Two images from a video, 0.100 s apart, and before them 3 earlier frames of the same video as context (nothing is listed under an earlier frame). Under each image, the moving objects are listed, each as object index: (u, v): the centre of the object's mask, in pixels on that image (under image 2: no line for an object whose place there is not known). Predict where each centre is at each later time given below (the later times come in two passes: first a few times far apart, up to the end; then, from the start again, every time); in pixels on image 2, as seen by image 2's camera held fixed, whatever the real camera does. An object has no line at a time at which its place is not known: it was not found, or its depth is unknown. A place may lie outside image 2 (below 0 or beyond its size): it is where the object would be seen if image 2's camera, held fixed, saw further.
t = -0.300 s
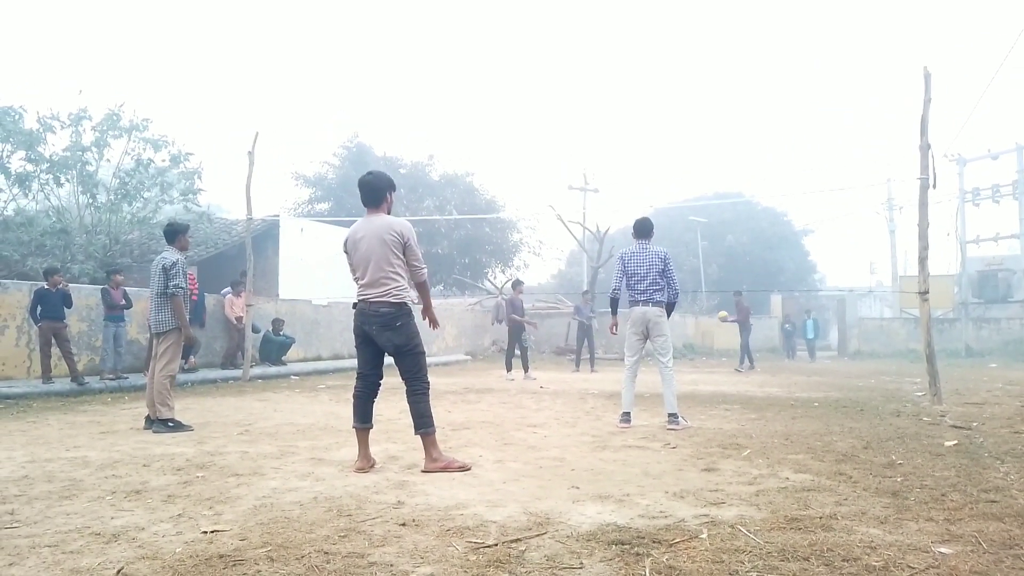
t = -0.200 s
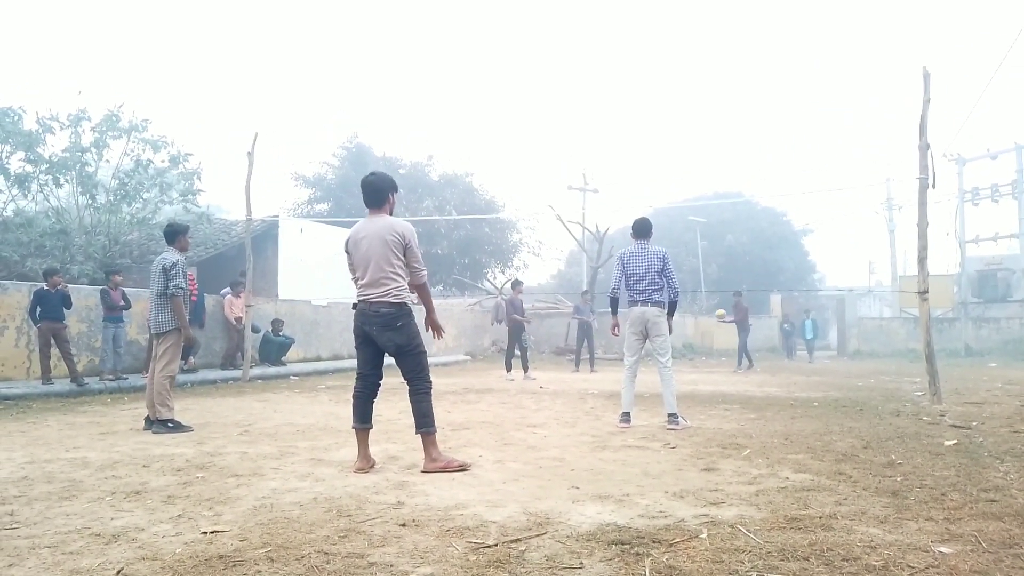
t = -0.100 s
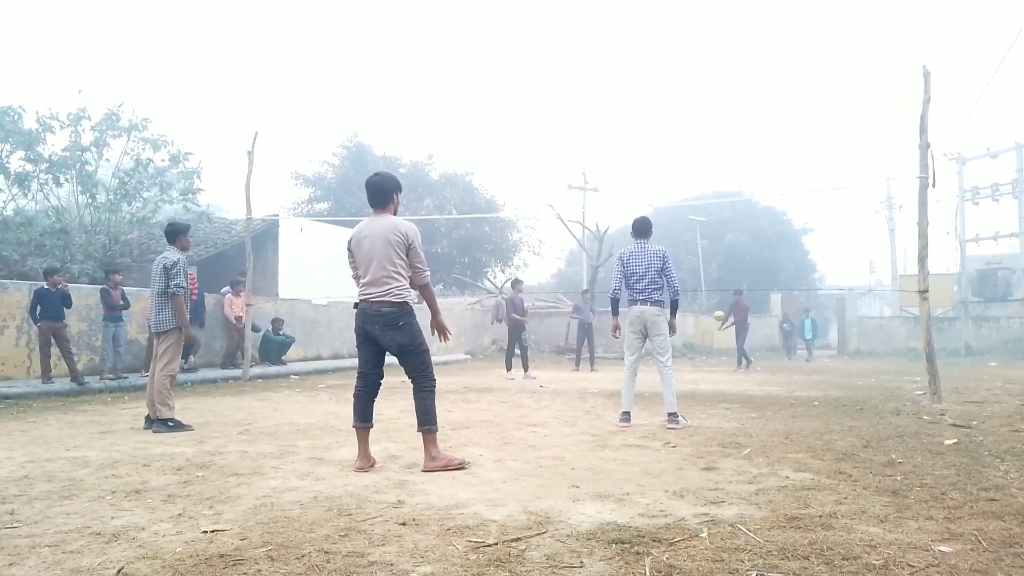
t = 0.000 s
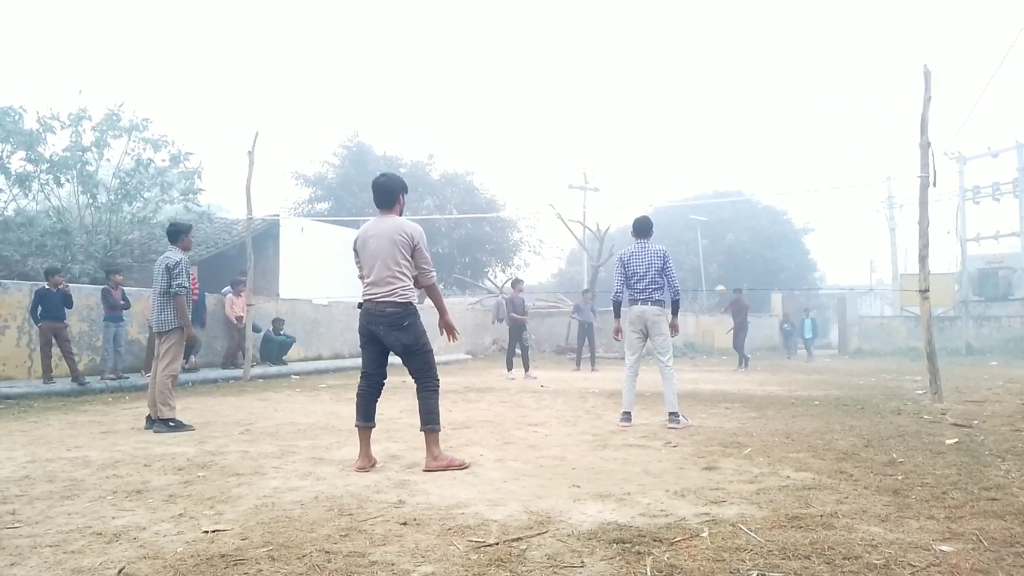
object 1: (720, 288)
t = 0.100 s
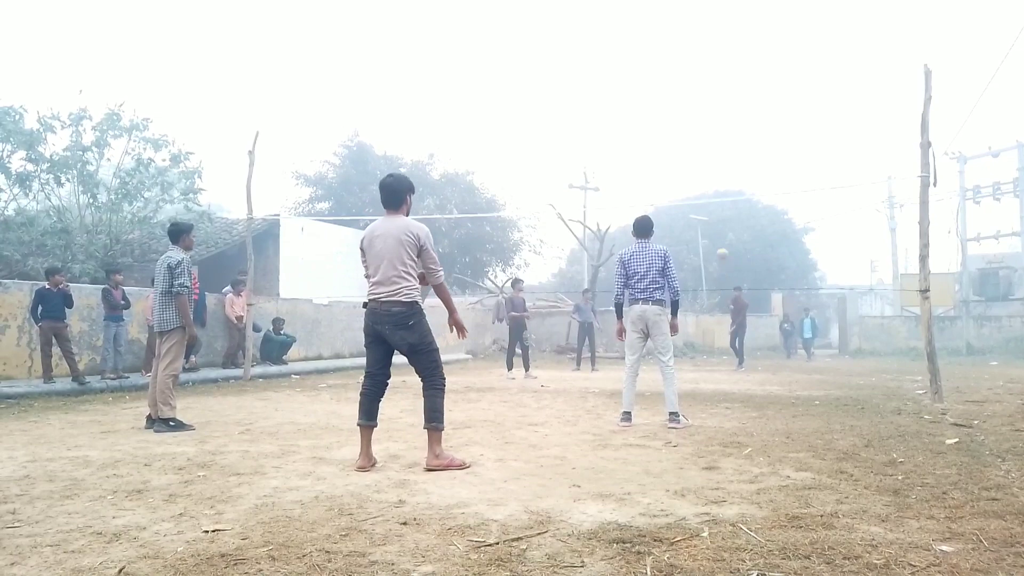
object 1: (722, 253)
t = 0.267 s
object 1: (727, 198)
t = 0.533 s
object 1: (733, 118)
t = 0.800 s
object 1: (736, 65)
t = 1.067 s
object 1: (736, 64)
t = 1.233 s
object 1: (734, 106)
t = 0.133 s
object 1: (723, 241)
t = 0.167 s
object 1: (724, 230)
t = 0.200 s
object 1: (725, 220)
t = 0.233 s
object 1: (725, 209)
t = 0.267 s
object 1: (727, 198)
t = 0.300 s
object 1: (727, 186)
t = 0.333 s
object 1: (728, 175)
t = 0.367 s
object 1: (729, 164)
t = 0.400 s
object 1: (730, 154)
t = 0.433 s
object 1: (731, 145)
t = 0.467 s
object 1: (732, 135)
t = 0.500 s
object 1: (733, 126)
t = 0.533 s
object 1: (733, 118)
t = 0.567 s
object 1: (733, 109)
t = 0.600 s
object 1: (734, 101)
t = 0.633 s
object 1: (735, 93)
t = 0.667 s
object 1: (735, 86)
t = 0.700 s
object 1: (735, 80)
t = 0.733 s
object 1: (735, 74)
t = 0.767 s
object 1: (736, 69)
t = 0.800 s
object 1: (736, 65)
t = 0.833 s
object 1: (736, 61)
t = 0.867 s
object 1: (736, 58)
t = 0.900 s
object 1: (737, 57)
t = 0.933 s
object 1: (737, 56)
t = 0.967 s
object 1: (737, 56)
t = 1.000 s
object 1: (737, 57)
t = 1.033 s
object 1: (737, 60)
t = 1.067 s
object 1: (736, 64)
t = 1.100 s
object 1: (736, 69)
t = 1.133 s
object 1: (735, 75)
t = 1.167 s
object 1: (735, 83)
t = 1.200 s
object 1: (735, 94)
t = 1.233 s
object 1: (734, 106)
